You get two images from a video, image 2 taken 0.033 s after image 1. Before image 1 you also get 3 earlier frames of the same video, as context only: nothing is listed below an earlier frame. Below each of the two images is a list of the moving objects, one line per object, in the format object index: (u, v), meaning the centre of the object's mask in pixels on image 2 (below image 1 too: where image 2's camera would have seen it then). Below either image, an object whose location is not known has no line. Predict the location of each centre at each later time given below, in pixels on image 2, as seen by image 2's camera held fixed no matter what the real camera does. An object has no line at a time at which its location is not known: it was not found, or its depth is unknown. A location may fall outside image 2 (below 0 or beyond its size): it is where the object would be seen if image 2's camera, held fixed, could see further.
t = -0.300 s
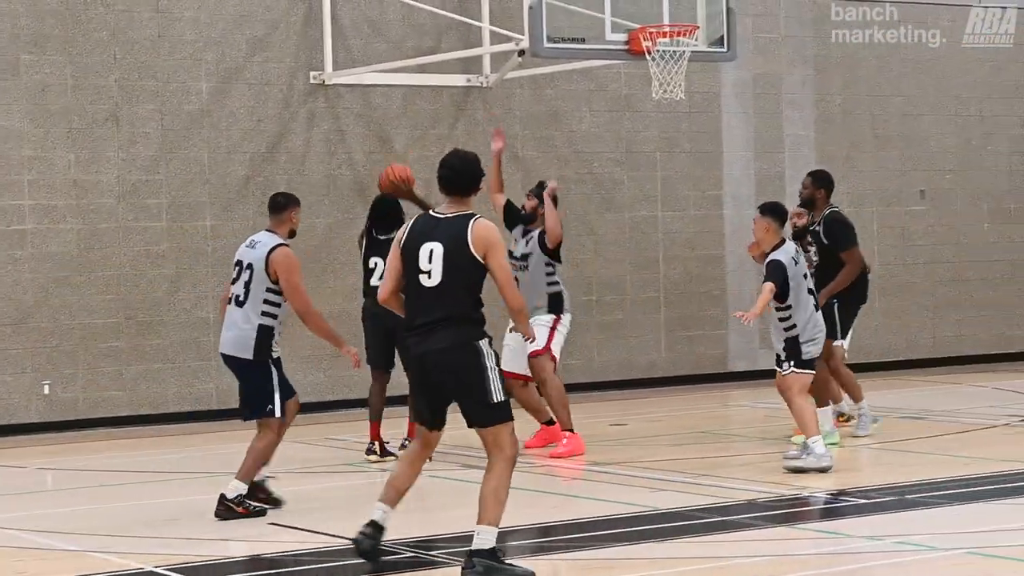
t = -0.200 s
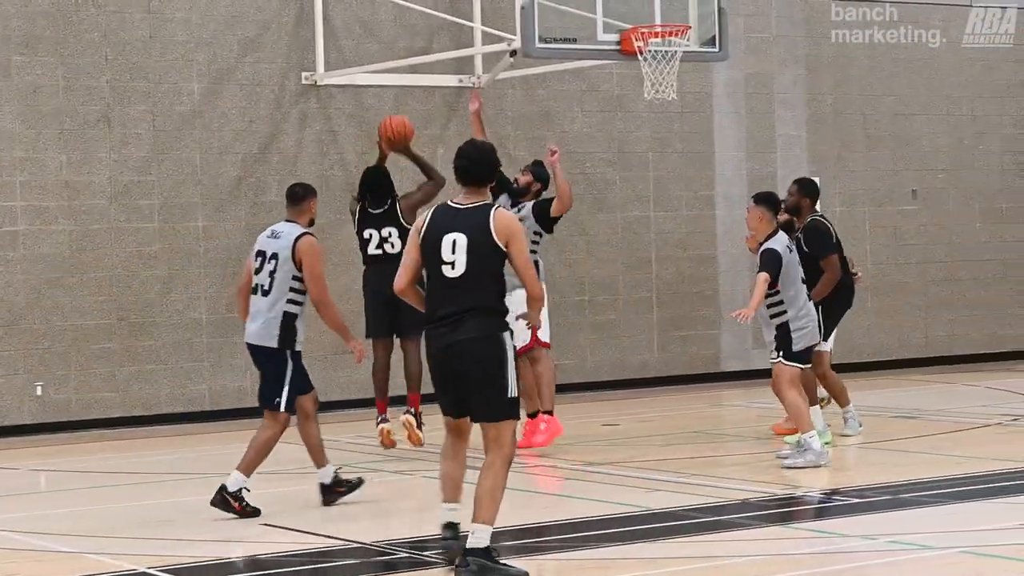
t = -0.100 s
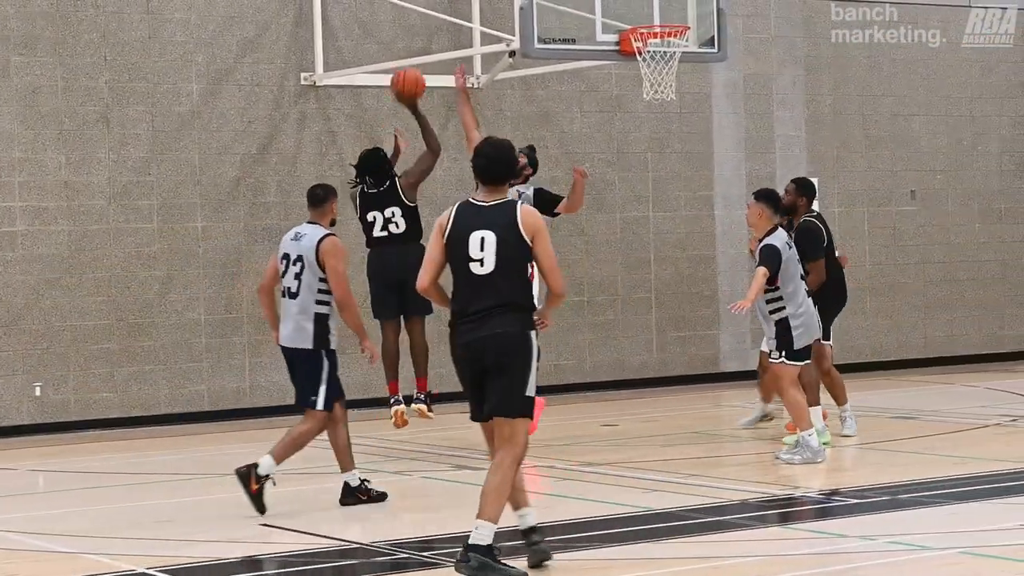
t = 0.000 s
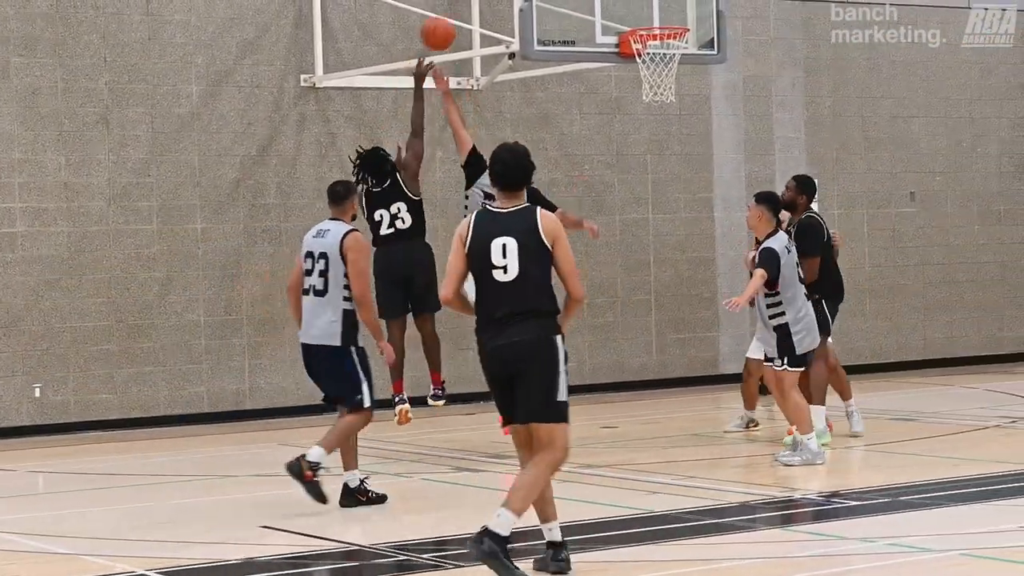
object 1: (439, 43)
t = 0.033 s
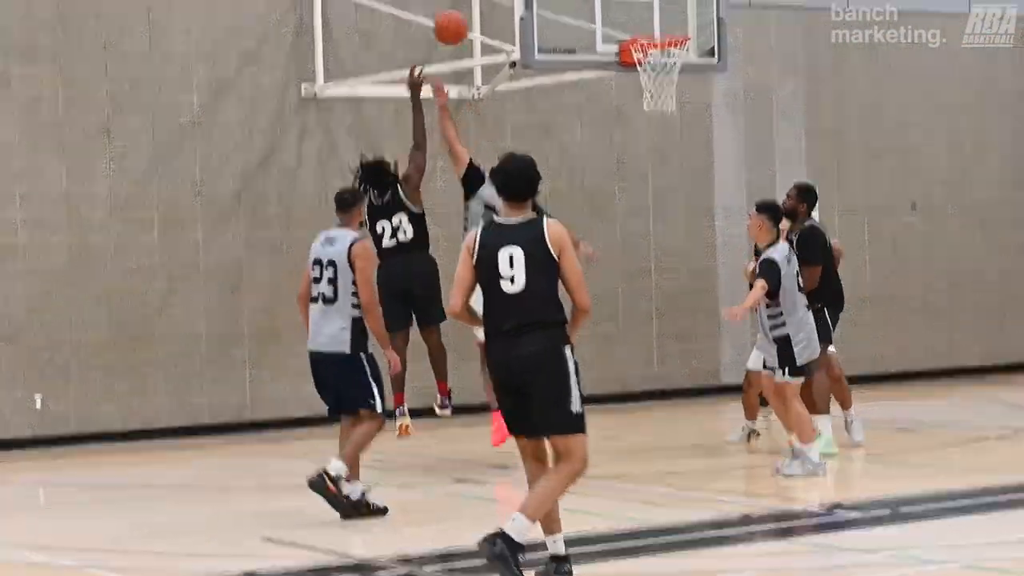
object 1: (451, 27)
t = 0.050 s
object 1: (456, 21)
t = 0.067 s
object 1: (463, 13)
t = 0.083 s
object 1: (469, 8)
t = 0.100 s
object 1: (476, 3)
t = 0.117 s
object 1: (482, -2)
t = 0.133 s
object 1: (489, -5)
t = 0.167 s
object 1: (500, -13)
